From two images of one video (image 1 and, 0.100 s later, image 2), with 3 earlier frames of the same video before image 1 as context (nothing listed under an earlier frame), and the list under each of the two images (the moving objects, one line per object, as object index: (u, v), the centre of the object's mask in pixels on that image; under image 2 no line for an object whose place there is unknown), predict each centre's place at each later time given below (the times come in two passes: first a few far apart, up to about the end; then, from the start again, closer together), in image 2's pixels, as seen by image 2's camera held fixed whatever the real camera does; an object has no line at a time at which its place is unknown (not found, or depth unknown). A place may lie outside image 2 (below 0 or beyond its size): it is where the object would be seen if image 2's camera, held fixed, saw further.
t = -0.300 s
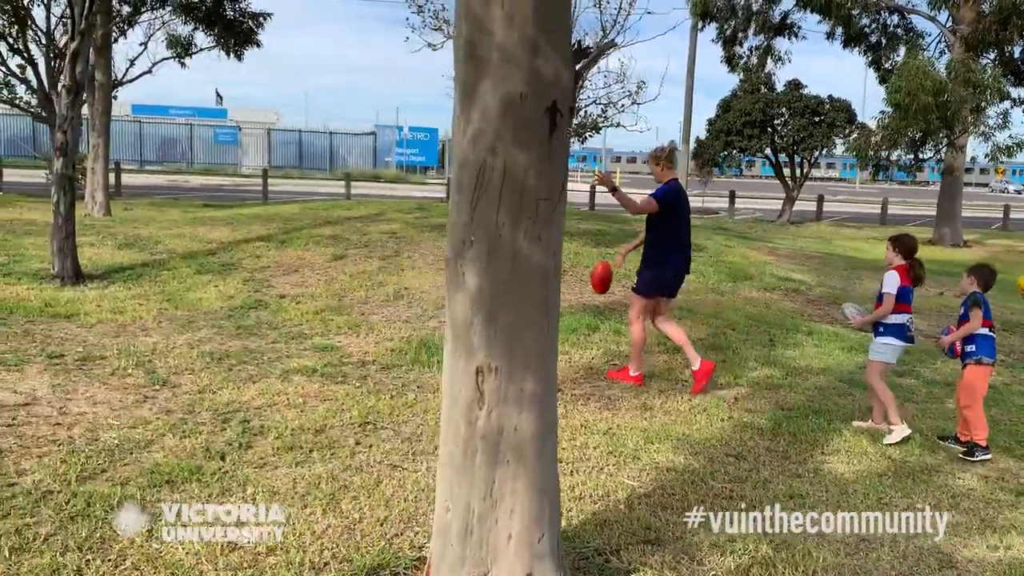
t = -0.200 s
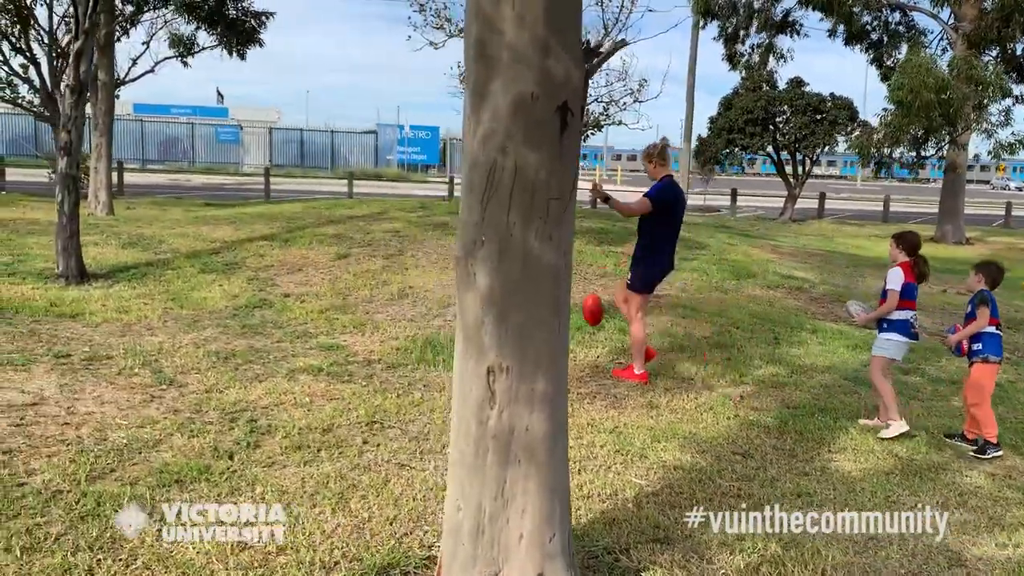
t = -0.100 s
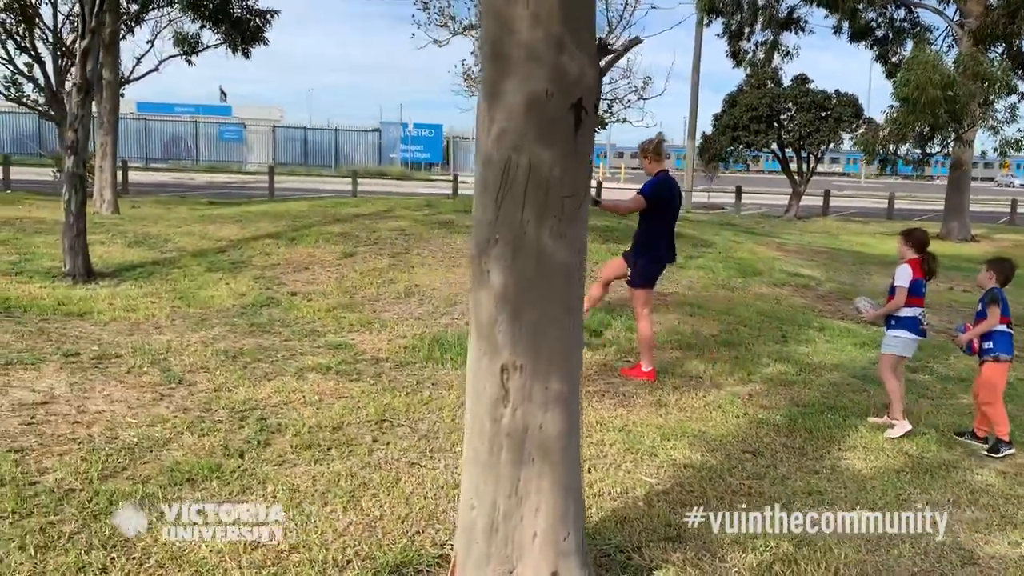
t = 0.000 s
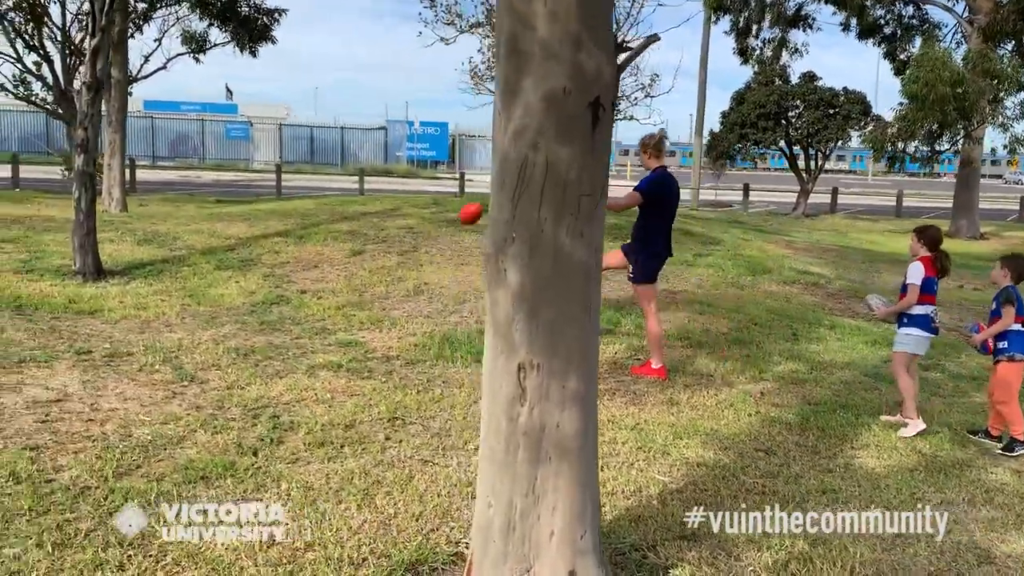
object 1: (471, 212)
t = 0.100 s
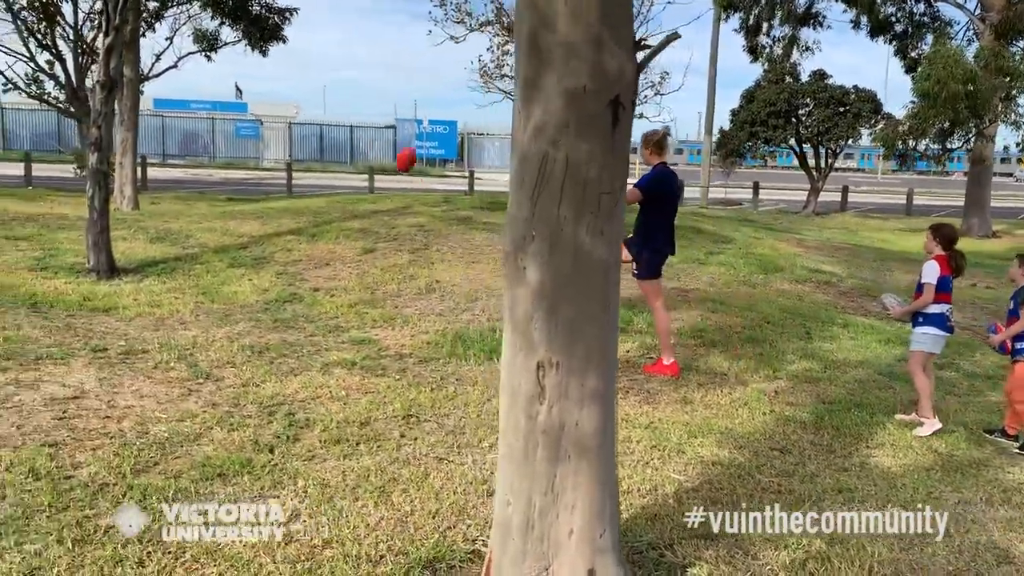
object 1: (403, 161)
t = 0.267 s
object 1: (297, 100)
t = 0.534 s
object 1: (159, 80)
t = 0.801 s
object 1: (60, 120)
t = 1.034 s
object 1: (-12, 190)
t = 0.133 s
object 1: (383, 143)
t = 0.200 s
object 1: (339, 116)
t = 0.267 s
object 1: (297, 100)
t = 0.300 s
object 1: (277, 93)
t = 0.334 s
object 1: (260, 88)
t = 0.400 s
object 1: (223, 81)
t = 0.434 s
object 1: (207, 77)
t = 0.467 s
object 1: (191, 78)
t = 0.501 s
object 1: (174, 78)
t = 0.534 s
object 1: (159, 80)
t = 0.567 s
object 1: (144, 83)
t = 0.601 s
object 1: (131, 87)
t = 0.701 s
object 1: (88, 100)
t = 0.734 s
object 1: (78, 104)
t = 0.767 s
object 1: (66, 112)
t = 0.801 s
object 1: (60, 120)
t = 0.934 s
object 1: (16, 156)
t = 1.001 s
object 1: (-1, 177)
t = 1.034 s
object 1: (-12, 190)
